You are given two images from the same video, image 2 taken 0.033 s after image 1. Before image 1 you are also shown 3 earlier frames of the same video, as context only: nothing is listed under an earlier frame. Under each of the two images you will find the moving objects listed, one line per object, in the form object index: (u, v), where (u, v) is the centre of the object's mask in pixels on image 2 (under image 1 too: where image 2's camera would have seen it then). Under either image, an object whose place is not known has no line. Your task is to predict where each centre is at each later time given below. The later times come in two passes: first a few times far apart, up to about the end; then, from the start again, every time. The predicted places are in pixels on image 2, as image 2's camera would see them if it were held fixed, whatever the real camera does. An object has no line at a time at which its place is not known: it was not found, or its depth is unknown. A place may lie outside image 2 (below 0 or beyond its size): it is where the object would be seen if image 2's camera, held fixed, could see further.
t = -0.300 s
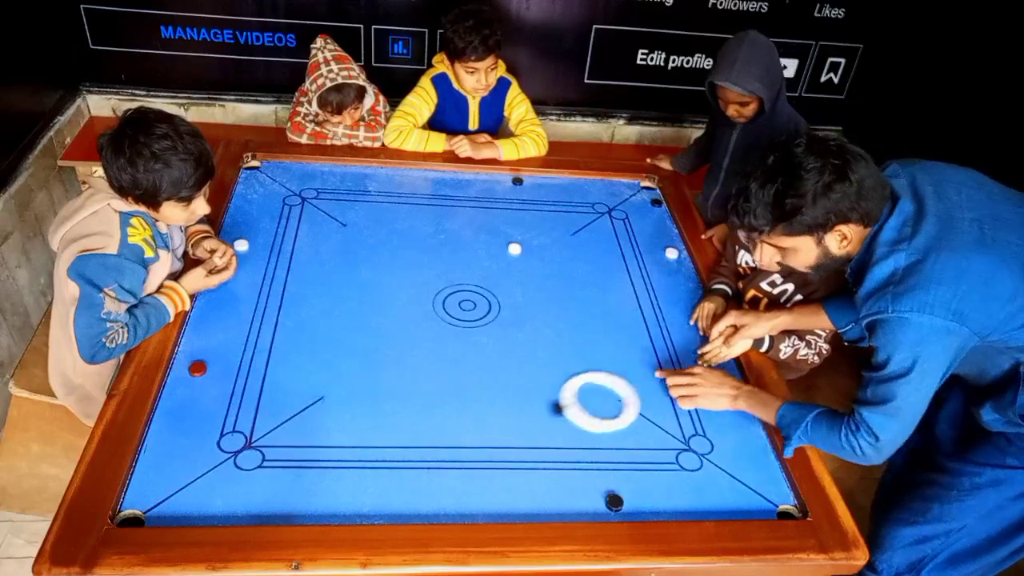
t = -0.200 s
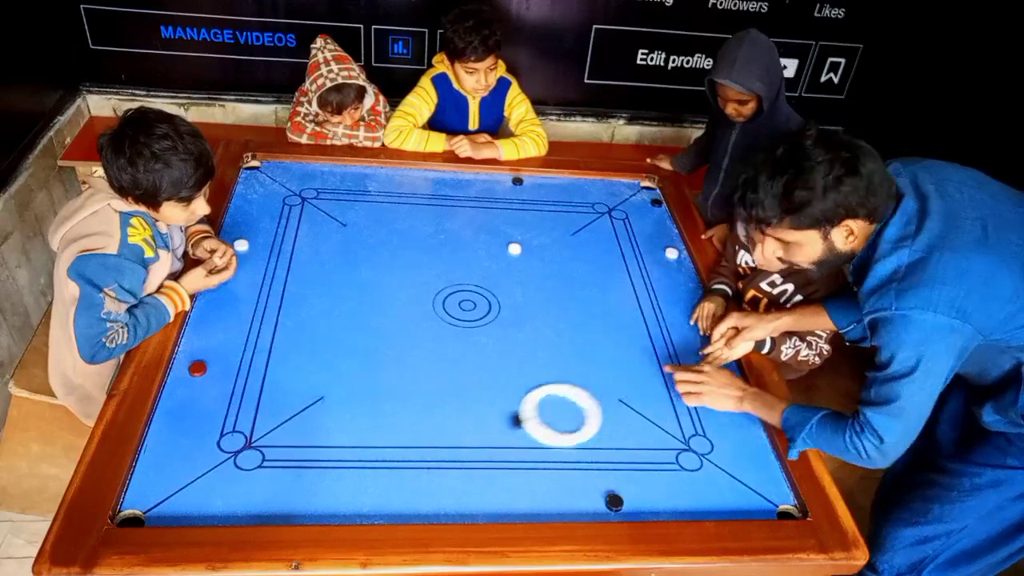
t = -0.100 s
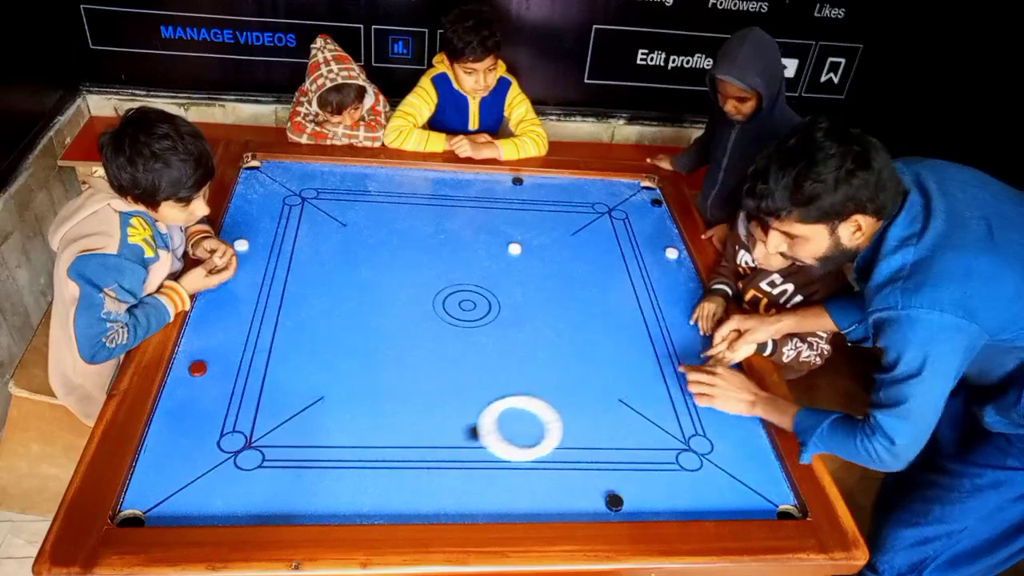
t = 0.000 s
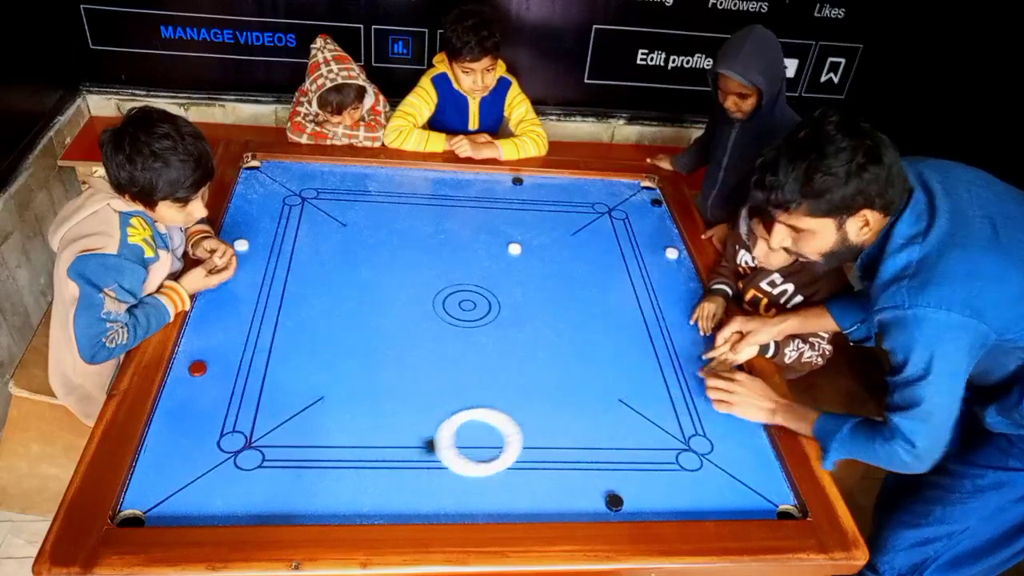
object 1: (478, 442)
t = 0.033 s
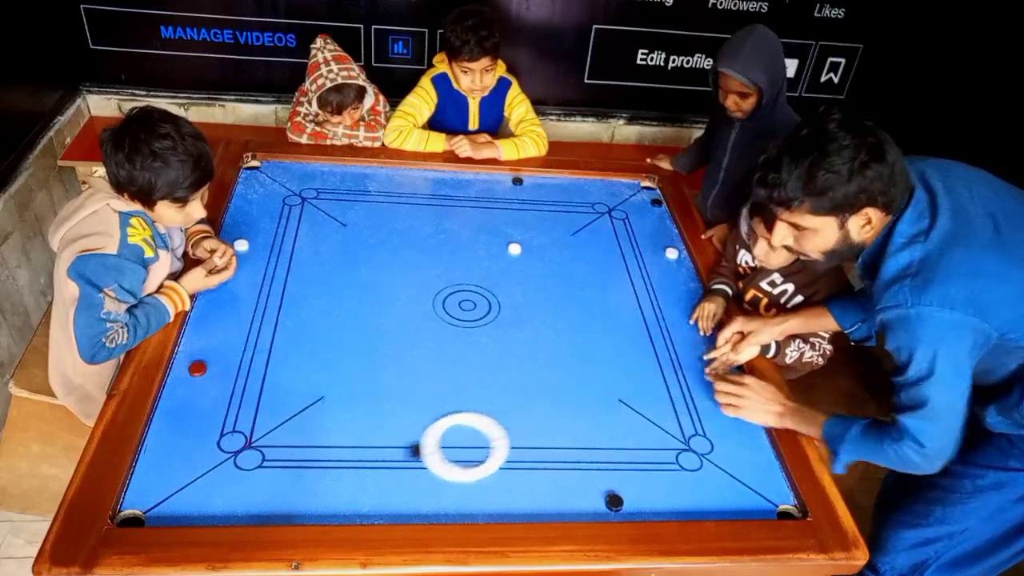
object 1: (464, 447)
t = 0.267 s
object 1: (362, 481)
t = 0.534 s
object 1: (264, 477)
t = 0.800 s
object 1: (189, 448)
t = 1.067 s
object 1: (245, 423)
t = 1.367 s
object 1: (308, 398)
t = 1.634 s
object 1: (353, 379)
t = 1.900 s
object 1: (391, 362)
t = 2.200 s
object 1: (427, 345)
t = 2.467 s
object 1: (453, 332)
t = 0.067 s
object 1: (450, 452)
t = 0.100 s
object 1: (435, 457)
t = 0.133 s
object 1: (421, 462)
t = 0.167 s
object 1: (406, 467)
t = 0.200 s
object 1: (391, 472)
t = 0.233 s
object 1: (377, 476)
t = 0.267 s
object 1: (362, 481)
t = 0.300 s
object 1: (347, 486)
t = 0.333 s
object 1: (332, 490)
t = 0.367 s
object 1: (317, 493)
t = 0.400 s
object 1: (305, 491)
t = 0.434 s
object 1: (294, 488)
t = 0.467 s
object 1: (284, 485)
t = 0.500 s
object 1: (274, 481)
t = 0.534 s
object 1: (264, 477)
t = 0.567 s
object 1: (254, 473)
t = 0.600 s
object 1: (244, 470)
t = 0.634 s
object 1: (234, 466)
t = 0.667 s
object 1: (225, 462)
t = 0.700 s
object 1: (216, 459)
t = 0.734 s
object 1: (207, 455)
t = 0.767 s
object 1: (198, 451)
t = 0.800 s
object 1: (189, 448)
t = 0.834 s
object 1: (187, 444)
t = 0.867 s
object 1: (196, 441)
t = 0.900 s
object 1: (204, 438)
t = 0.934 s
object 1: (213, 435)
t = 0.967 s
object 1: (221, 432)
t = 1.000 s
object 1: (229, 429)
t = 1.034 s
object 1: (237, 426)
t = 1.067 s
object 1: (245, 423)
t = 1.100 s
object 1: (252, 420)
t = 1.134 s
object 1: (259, 417)
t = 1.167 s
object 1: (267, 414)
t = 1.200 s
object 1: (274, 411)
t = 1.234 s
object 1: (281, 409)
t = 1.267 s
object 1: (288, 406)
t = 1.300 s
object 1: (295, 403)
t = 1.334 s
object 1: (301, 401)
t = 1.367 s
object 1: (308, 398)
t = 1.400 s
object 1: (314, 396)
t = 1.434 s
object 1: (320, 393)
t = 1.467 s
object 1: (326, 391)
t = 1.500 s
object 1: (331, 388)
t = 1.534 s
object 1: (337, 386)
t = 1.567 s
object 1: (342, 384)
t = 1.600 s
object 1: (348, 381)
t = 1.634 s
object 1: (353, 379)
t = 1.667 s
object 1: (358, 377)
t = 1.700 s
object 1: (363, 375)
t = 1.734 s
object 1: (368, 372)
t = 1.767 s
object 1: (373, 370)
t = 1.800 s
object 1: (377, 368)
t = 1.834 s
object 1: (382, 366)
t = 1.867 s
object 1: (387, 364)
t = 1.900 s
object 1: (391, 362)
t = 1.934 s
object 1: (395, 360)
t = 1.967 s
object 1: (399, 358)
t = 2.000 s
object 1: (403, 356)
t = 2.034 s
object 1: (408, 354)
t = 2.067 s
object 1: (411, 352)
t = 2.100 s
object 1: (415, 350)
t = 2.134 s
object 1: (419, 349)
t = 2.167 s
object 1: (423, 347)
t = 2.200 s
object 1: (427, 345)
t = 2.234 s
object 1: (430, 343)
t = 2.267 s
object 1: (434, 342)
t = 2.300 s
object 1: (437, 340)
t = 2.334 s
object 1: (440, 338)
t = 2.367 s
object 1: (444, 337)
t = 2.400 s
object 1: (447, 335)
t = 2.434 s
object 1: (450, 334)
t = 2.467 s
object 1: (453, 332)
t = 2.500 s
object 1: (457, 331)
